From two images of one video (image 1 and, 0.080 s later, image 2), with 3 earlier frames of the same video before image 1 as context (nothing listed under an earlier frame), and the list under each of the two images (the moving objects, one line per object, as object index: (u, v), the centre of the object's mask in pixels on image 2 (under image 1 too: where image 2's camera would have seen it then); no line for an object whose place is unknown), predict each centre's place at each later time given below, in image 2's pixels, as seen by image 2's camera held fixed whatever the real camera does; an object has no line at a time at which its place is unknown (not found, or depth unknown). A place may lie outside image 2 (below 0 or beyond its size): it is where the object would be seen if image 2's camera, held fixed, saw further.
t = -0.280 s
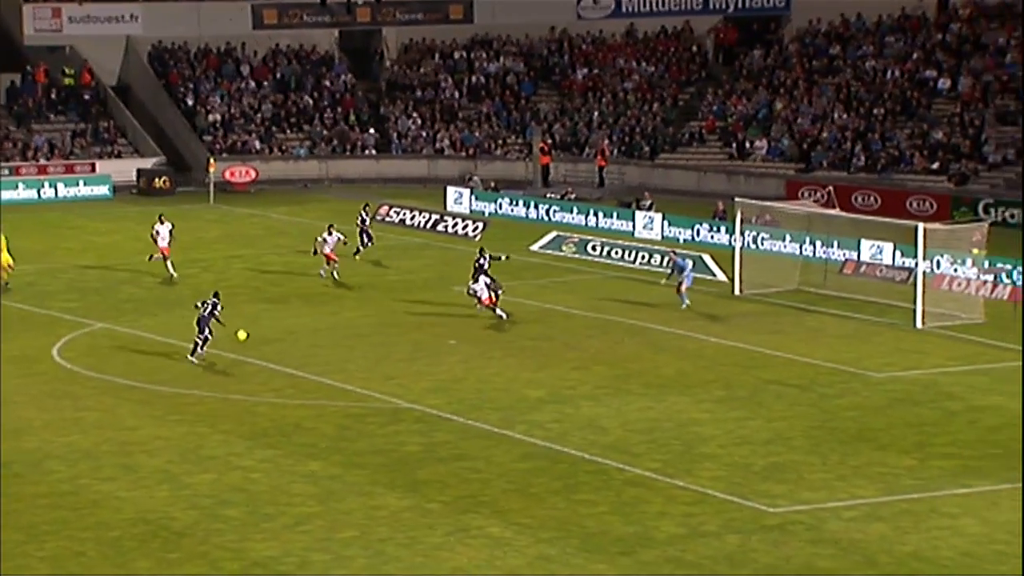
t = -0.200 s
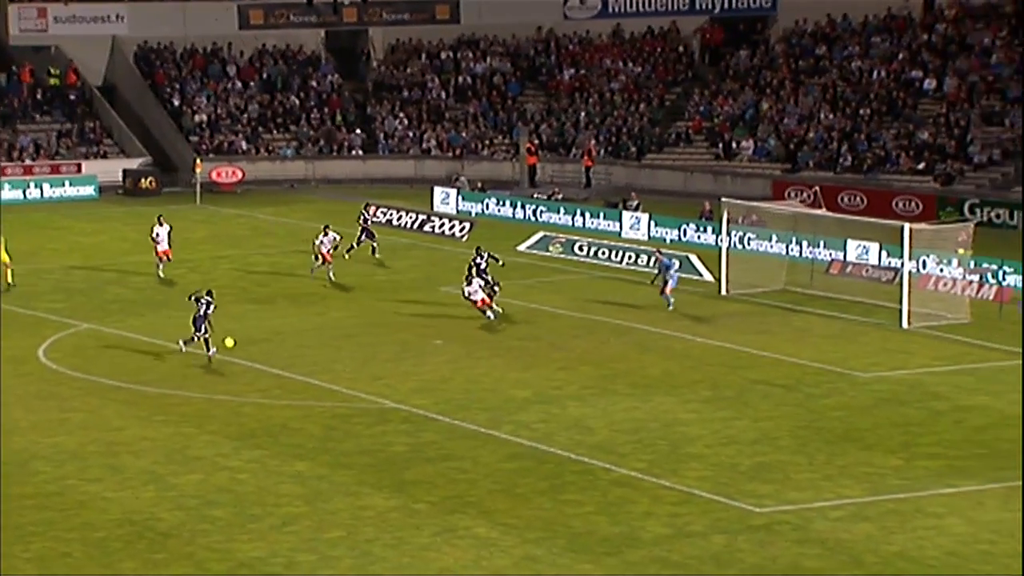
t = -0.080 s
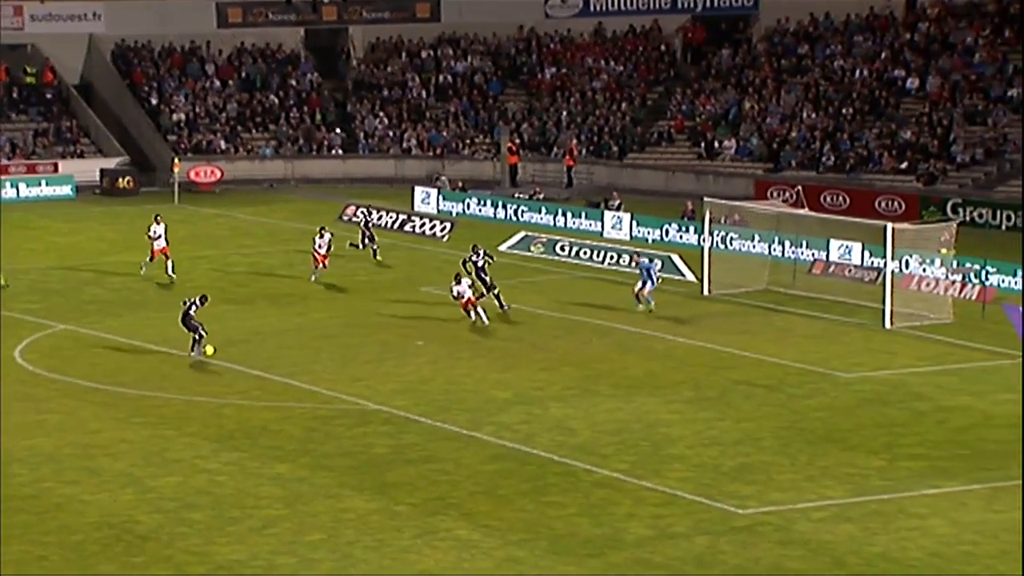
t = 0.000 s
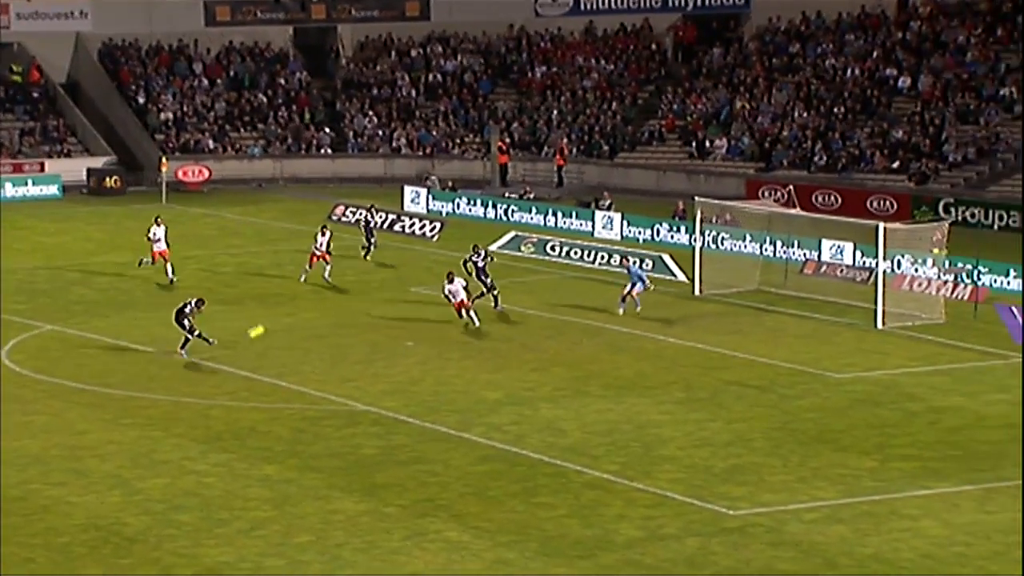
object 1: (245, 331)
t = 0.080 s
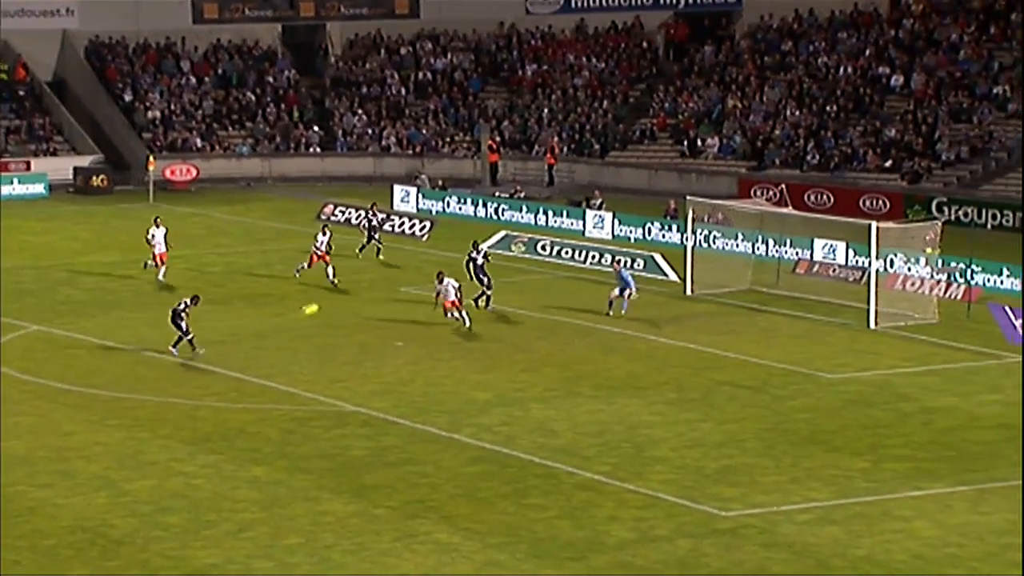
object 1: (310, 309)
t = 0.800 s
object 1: (765, 269)
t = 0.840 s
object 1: (780, 265)
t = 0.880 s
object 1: (792, 255)
